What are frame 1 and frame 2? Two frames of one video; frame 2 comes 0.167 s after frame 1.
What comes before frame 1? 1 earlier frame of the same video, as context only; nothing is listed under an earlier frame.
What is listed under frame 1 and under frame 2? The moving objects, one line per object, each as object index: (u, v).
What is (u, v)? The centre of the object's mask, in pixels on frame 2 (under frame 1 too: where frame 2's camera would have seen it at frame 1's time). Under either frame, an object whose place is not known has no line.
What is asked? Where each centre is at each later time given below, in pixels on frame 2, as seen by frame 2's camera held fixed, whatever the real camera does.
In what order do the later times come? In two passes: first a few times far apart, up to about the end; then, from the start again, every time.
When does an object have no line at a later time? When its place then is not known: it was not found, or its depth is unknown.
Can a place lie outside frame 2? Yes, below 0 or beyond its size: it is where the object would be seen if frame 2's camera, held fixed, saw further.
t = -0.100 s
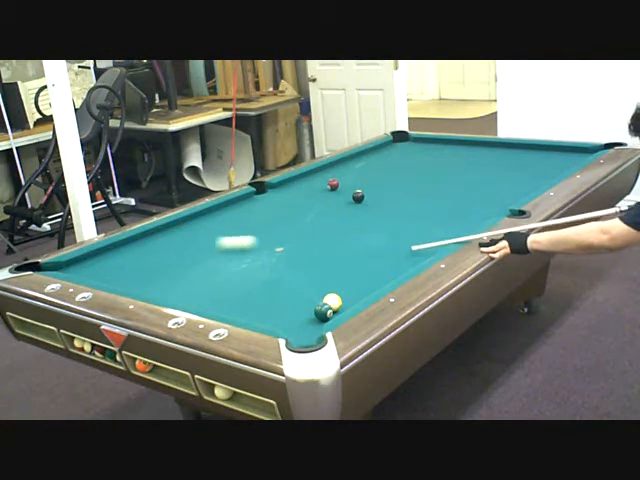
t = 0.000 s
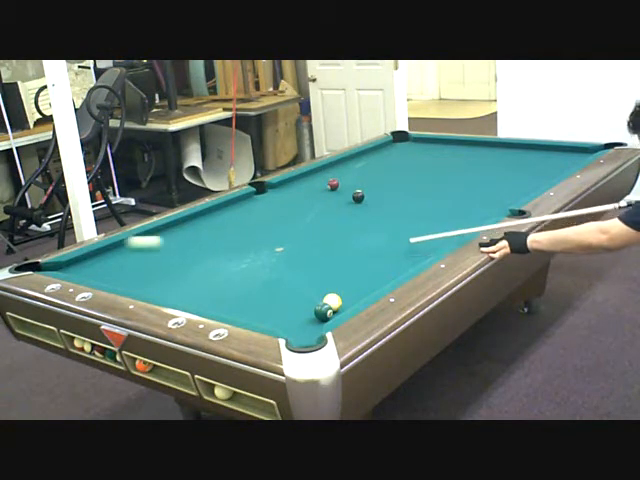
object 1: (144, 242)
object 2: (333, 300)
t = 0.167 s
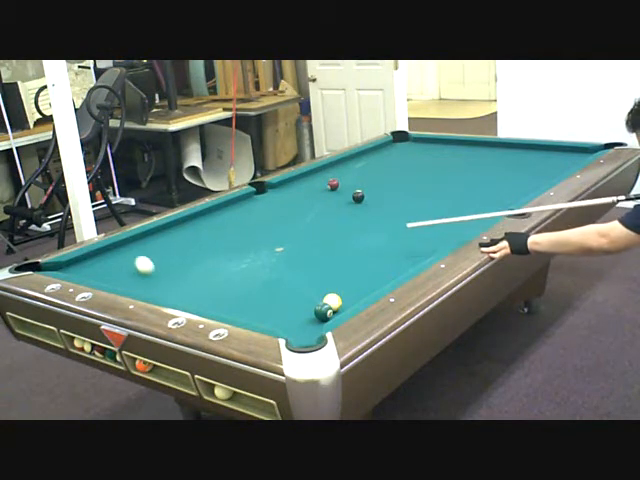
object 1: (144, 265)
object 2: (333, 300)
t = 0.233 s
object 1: (157, 278)
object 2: (333, 300)
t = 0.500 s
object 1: (257, 307)
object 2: (333, 300)
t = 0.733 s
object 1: (302, 310)
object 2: (330, 295)
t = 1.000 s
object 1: (288, 312)
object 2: (324, 282)
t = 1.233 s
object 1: (280, 314)
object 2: (320, 271)
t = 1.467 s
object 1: (274, 315)
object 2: (316, 261)
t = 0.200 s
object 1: (150, 271)
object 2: (333, 300)
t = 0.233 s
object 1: (157, 278)
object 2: (333, 300)
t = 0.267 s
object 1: (164, 284)
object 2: (333, 300)
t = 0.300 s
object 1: (171, 291)
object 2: (333, 300)
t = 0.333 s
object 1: (178, 296)
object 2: (333, 300)
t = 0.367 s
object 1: (191, 301)
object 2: (333, 300)
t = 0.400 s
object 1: (207, 302)
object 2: (333, 300)
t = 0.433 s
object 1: (224, 304)
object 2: (333, 300)
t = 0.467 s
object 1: (240, 306)
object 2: (333, 300)
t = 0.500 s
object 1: (257, 307)
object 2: (333, 300)
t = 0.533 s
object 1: (274, 308)
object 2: (333, 300)
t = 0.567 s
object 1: (292, 309)
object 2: (333, 300)
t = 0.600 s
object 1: (304, 310)
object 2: (332, 299)
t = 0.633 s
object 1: (306, 310)
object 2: (331, 300)
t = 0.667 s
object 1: (308, 310)
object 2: (331, 297)
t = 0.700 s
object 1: (306, 310)
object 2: (330, 296)
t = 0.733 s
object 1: (302, 310)
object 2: (330, 295)
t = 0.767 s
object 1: (298, 311)
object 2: (329, 293)
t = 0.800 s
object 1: (296, 311)
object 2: (328, 292)
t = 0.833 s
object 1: (294, 311)
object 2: (327, 290)
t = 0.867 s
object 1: (293, 311)
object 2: (327, 289)
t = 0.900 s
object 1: (292, 312)
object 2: (326, 287)
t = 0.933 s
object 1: (290, 312)
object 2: (325, 285)
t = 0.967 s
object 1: (289, 312)
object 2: (325, 283)
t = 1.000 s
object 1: (288, 312)
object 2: (324, 282)
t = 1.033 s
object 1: (287, 313)
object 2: (323, 280)
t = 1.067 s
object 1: (285, 313)
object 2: (323, 278)
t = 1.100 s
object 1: (284, 313)
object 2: (322, 277)
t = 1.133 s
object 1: (283, 314)
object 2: (321, 275)
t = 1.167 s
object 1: (282, 314)
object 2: (321, 274)
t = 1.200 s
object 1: (281, 314)
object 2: (320, 272)
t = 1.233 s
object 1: (280, 314)
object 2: (320, 271)
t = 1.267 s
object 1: (279, 314)
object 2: (319, 269)
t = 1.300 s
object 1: (278, 315)
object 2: (318, 268)
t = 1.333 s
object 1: (277, 315)
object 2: (318, 266)
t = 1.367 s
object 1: (276, 315)
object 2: (317, 265)
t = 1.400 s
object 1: (275, 315)
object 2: (317, 264)
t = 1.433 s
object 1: (274, 315)
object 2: (316, 263)
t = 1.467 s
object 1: (274, 315)
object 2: (316, 261)
